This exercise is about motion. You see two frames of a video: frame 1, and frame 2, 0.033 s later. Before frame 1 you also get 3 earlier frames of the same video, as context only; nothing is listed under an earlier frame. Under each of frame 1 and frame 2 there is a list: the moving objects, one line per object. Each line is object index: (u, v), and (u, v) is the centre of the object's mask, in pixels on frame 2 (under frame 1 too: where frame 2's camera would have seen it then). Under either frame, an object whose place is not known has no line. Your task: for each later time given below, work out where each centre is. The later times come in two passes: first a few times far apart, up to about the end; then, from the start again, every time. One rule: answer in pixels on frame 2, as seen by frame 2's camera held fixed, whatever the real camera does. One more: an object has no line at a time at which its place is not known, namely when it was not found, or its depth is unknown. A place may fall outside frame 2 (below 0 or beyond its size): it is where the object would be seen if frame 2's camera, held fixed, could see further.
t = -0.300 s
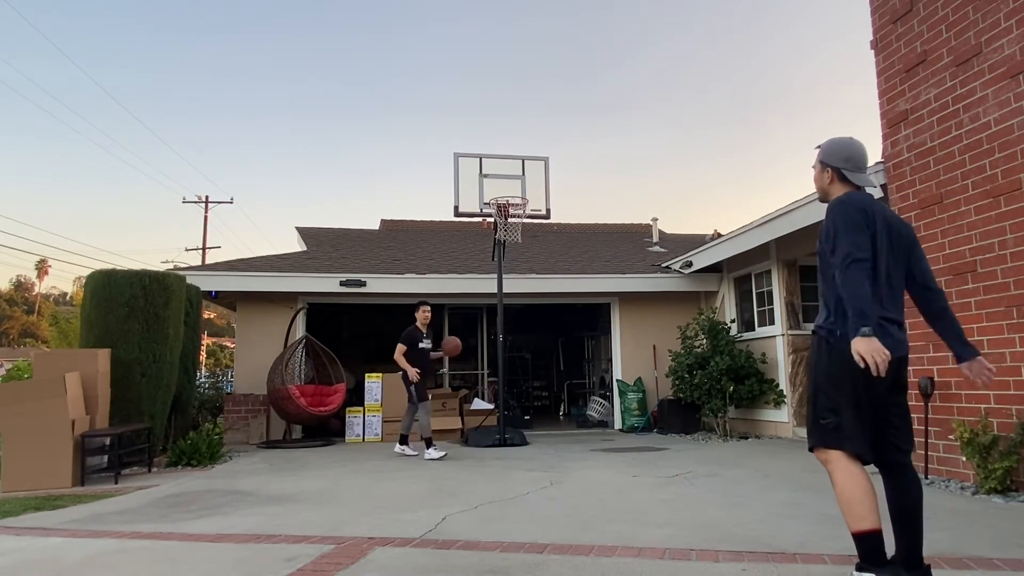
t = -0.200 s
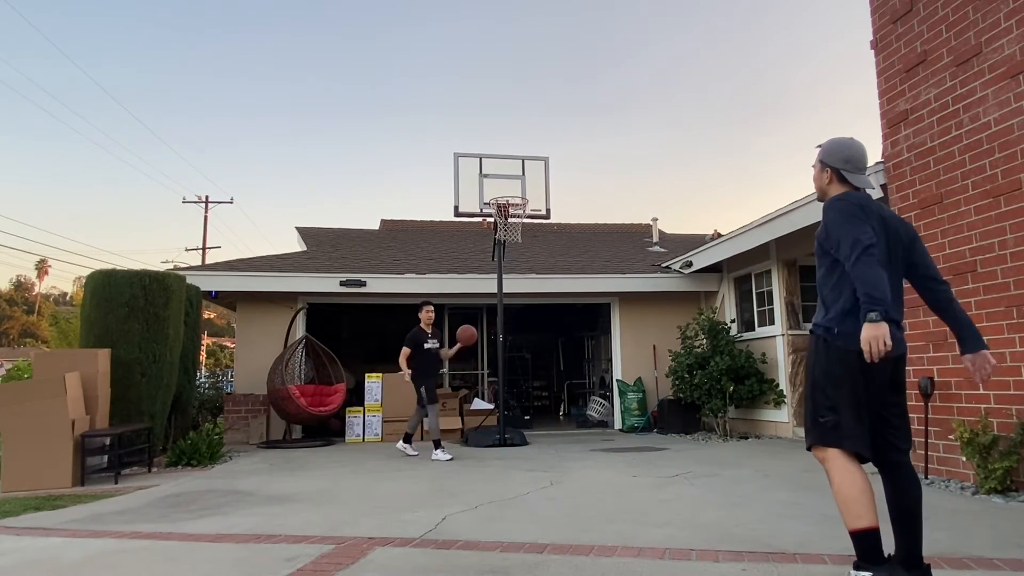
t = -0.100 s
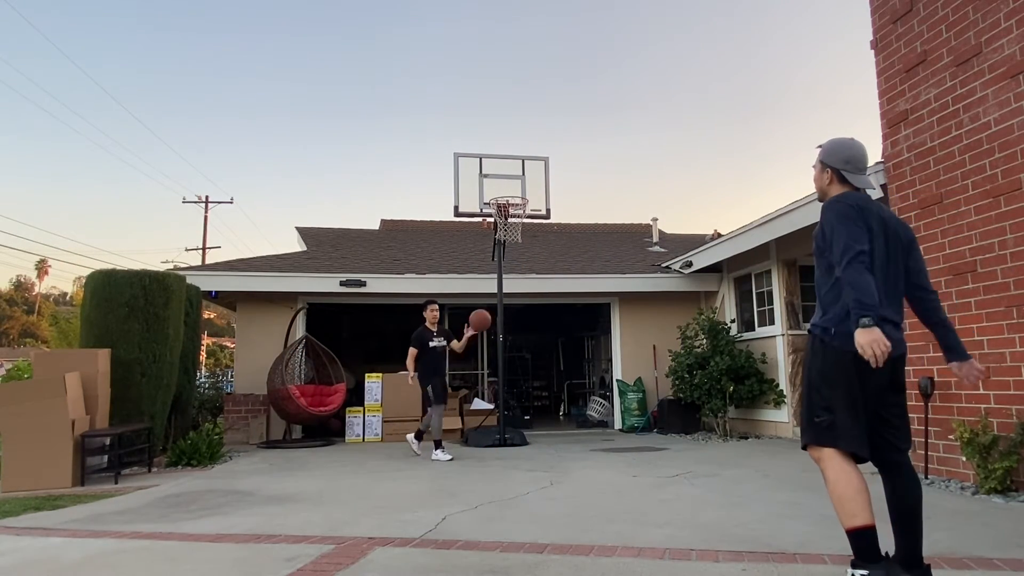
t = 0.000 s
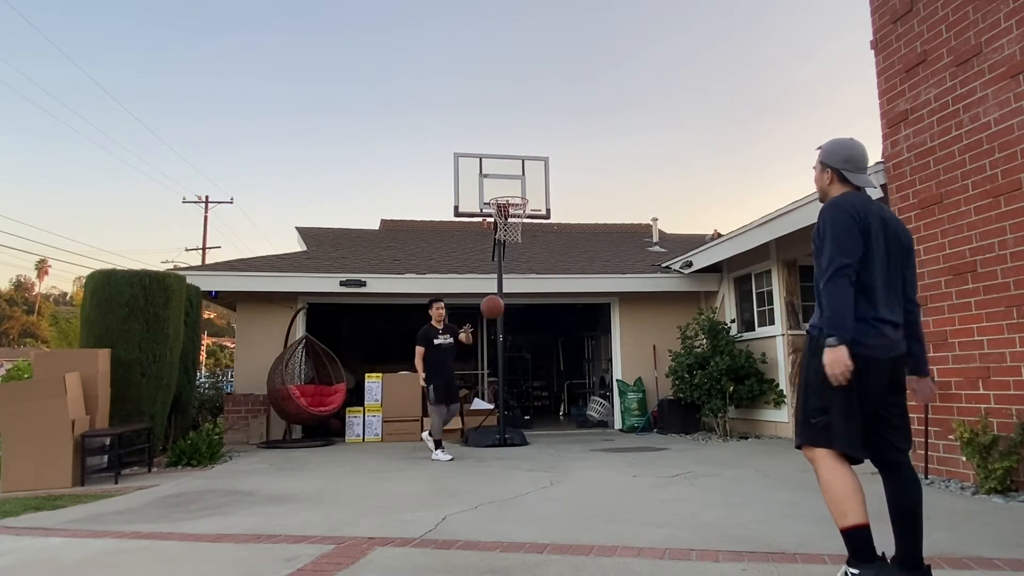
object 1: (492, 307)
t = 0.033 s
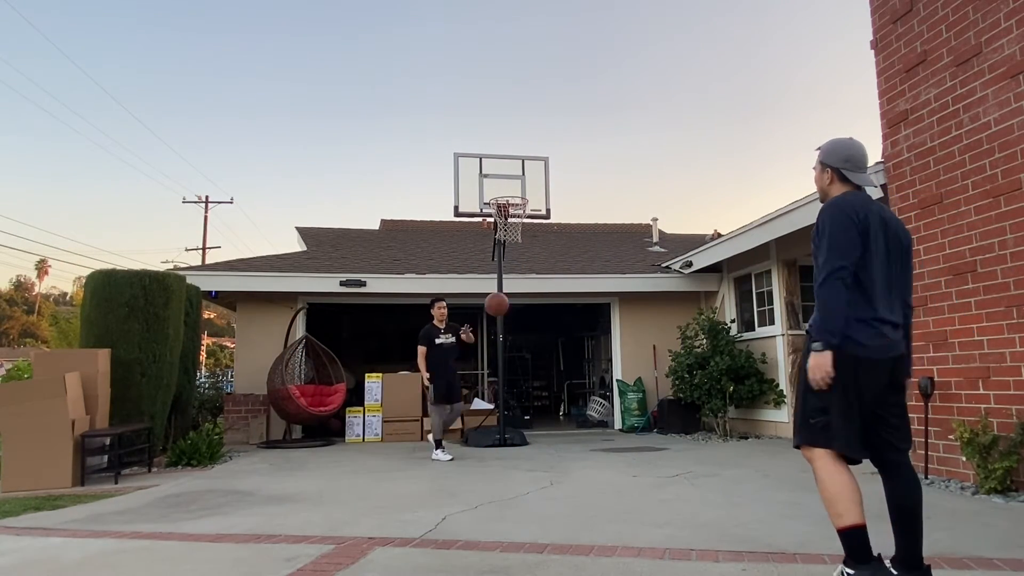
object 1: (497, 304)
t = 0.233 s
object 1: (528, 311)
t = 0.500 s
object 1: (590, 415)
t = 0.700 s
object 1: (642, 438)
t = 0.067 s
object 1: (501, 302)
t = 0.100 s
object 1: (506, 302)
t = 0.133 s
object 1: (511, 302)
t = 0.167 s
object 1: (517, 304)
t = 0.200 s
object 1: (522, 307)
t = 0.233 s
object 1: (528, 311)
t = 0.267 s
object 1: (534, 317)
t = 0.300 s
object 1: (541, 325)
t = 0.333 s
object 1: (548, 335)
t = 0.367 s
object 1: (555, 346)
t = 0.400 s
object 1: (563, 359)
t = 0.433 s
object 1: (571, 375)
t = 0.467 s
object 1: (580, 394)
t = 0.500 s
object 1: (590, 415)
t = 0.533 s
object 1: (601, 441)
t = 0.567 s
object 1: (613, 470)
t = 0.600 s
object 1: (625, 502)
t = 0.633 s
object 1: (631, 481)
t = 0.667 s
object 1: (636, 459)
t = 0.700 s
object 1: (642, 438)
